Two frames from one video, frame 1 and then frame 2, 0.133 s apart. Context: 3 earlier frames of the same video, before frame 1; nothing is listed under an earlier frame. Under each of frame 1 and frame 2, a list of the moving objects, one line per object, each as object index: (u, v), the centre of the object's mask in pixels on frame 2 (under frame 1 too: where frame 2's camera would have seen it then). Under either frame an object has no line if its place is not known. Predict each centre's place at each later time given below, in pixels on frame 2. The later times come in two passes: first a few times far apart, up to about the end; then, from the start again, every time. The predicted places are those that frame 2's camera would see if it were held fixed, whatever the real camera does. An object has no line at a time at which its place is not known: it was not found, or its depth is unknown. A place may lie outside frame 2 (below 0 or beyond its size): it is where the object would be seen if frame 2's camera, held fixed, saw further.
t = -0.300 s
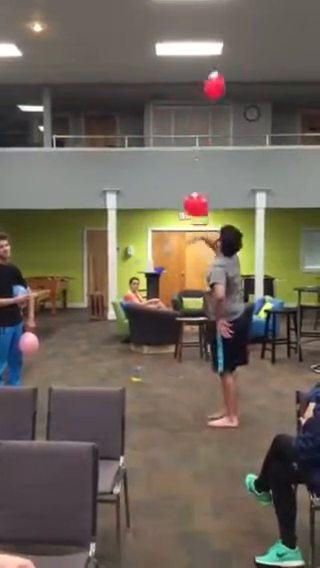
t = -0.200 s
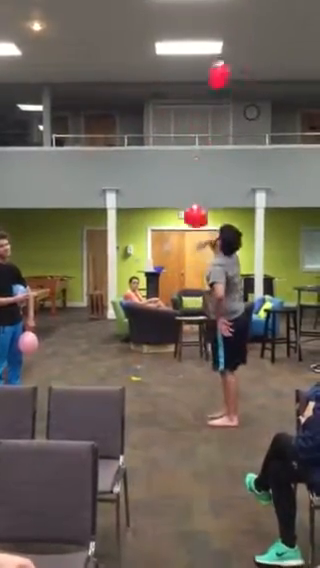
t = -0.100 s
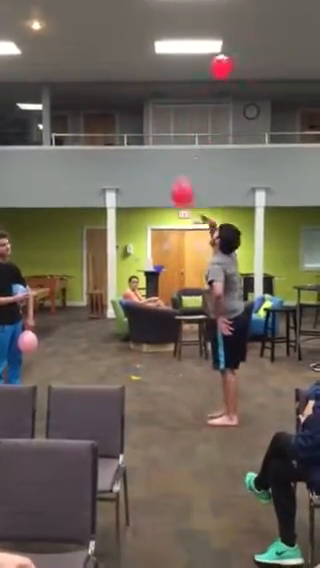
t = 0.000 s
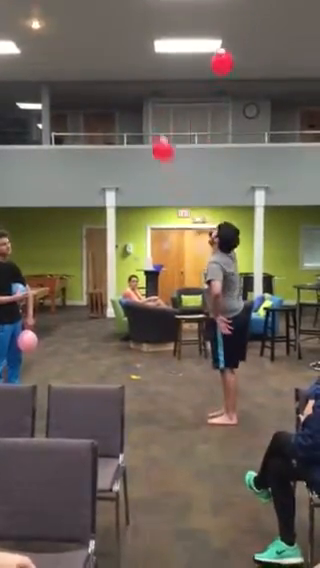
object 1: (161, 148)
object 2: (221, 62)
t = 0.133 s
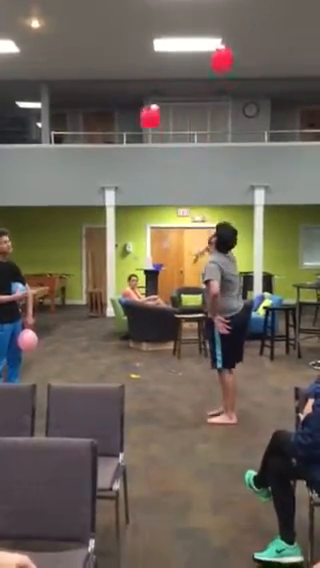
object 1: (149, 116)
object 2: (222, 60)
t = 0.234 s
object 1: (149, 105)
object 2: (221, 60)
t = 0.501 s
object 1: (150, 95)
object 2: (218, 63)
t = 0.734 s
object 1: (143, 96)
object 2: (214, 79)
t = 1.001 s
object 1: (133, 107)
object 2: (211, 102)
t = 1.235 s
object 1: (127, 123)
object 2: (209, 129)
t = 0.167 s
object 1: (149, 112)
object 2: (222, 60)
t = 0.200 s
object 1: (149, 109)
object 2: (221, 59)
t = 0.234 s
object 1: (149, 105)
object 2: (221, 60)
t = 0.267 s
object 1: (149, 102)
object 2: (221, 60)
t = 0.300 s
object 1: (150, 100)
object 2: (220, 60)
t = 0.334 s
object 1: (150, 99)
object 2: (220, 60)
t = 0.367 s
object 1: (150, 98)
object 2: (219, 60)
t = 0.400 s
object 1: (150, 97)
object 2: (219, 61)
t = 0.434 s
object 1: (150, 96)
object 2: (218, 62)
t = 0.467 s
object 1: (150, 95)
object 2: (218, 63)
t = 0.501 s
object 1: (150, 95)
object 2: (218, 63)
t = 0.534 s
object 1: (149, 95)
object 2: (218, 64)
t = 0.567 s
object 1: (149, 94)
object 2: (218, 67)
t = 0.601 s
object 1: (147, 94)
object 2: (218, 68)
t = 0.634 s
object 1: (147, 94)
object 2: (217, 71)
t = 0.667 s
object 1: (147, 95)
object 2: (216, 74)
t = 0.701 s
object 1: (146, 95)
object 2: (216, 76)
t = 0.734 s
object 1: (143, 96)
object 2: (214, 79)
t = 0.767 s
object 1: (142, 97)
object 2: (214, 81)
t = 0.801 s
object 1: (141, 98)
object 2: (213, 84)
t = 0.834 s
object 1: (140, 100)
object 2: (212, 88)
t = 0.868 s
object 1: (140, 100)
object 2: (212, 89)
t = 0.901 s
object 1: (137, 102)
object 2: (212, 94)
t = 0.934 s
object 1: (136, 104)
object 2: (211, 97)
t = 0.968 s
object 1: (135, 106)
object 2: (211, 99)
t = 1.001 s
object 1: (133, 107)
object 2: (211, 102)
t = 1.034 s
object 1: (132, 109)
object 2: (210, 106)
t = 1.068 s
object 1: (131, 111)
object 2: (210, 110)
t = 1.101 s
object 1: (130, 114)
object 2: (210, 113)
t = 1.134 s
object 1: (130, 115)
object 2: (210, 116)
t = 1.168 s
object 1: (129, 117)
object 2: (210, 121)
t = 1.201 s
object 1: (128, 120)
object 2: (210, 126)
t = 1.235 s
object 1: (127, 123)
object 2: (209, 129)
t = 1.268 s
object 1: (126, 125)
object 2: (209, 132)
